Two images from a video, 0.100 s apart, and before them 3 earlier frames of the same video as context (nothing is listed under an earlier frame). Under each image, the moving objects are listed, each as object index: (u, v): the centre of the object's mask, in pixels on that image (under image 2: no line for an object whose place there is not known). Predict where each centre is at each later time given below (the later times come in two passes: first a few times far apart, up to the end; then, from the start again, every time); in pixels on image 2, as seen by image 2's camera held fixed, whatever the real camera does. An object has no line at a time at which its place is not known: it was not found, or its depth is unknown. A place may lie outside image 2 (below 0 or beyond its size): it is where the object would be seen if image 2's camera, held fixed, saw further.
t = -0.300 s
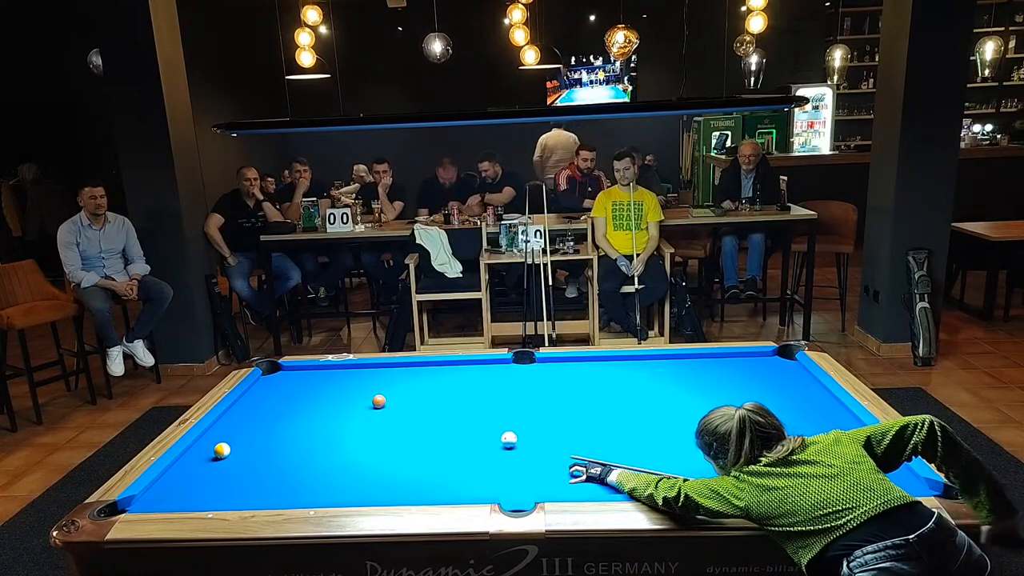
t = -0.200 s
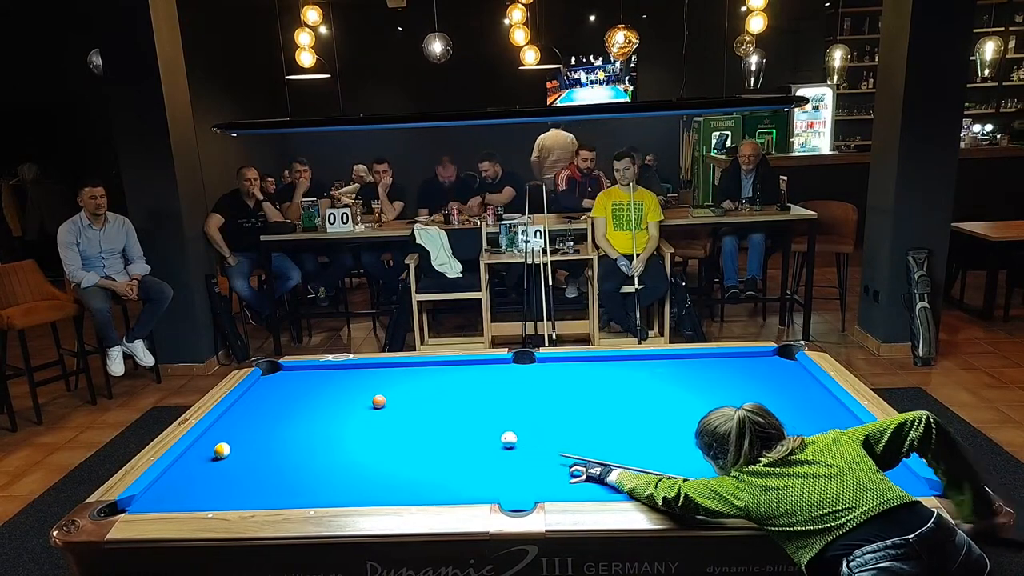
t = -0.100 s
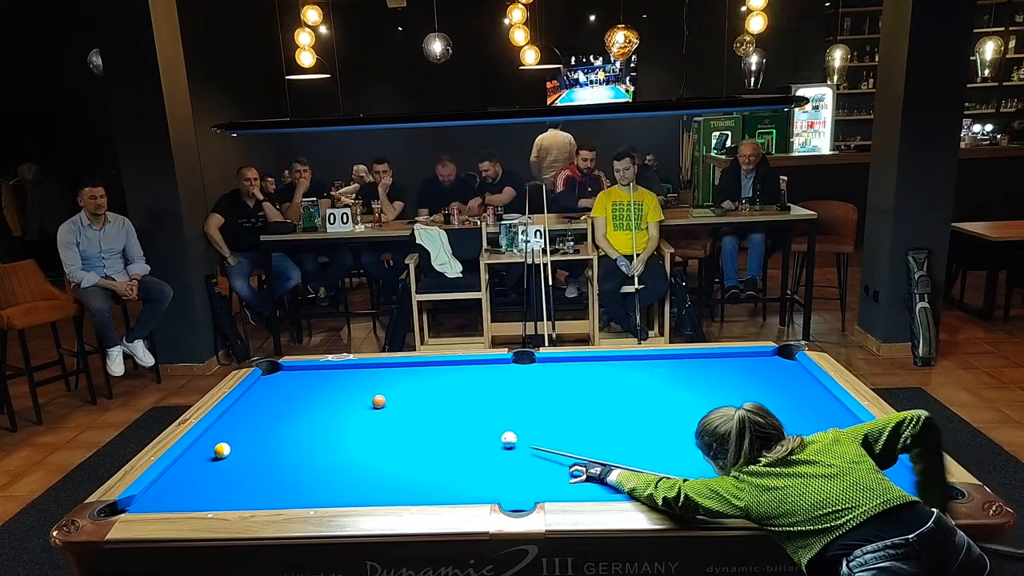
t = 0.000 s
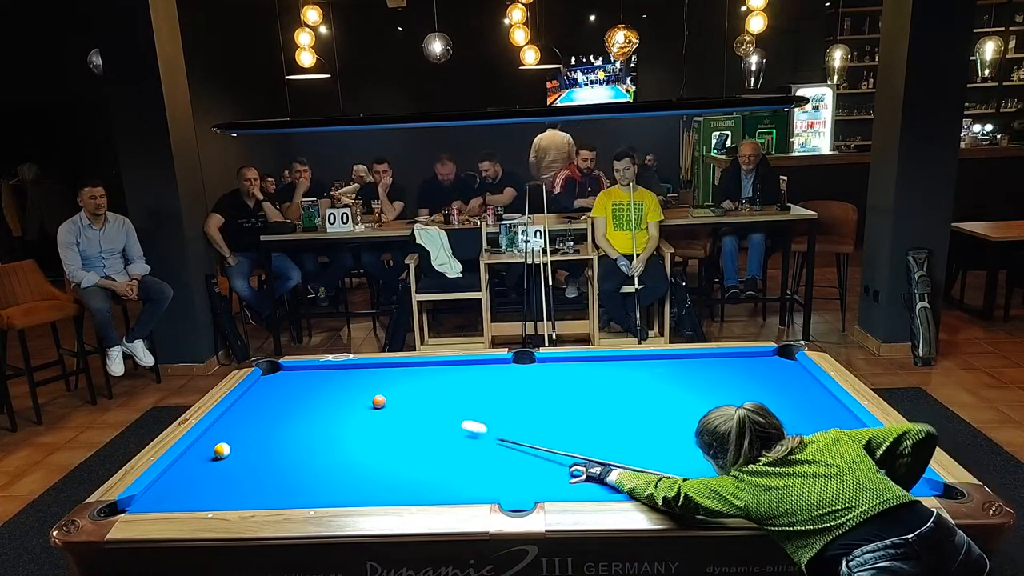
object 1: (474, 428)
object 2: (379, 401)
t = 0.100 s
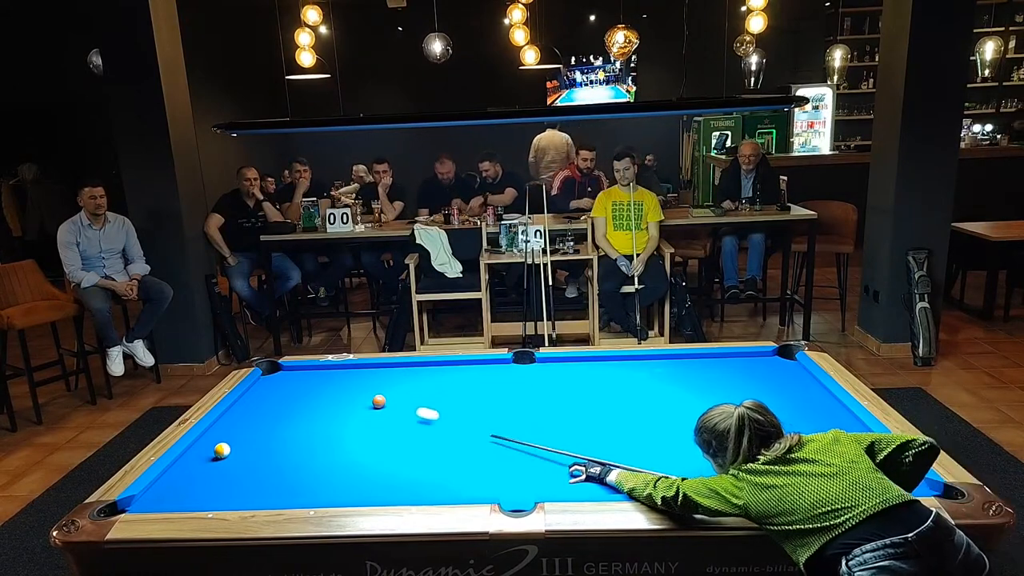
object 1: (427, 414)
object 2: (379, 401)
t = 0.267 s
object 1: (386, 404)
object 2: (359, 394)
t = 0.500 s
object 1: (381, 404)
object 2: (305, 377)
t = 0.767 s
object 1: (377, 404)
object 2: (265, 370)
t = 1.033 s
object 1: (373, 404)
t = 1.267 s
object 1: (372, 404)
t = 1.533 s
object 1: (371, 404)
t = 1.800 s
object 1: (370, 405)
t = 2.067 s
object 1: (370, 404)
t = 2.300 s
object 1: (370, 405)
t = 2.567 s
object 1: (370, 405)
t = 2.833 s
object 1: (370, 404)
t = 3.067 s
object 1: (370, 405)
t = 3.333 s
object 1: (370, 405)
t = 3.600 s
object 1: (370, 404)
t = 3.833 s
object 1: (370, 405)
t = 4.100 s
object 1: (370, 405)
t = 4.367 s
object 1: (370, 405)
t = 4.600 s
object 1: (370, 404)
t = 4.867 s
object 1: (370, 404)
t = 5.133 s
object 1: (370, 404)
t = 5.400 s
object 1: (370, 404)
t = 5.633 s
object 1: (370, 404)
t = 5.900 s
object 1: (370, 404)
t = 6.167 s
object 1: (370, 404)
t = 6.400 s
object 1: (370, 404)
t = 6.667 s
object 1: (370, 404)
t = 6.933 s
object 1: (370, 404)
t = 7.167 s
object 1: (370, 404)
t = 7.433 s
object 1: (370, 404)
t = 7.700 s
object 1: (370, 404)
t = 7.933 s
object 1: (370, 404)
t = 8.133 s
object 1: (370, 404)
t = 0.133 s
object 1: (413, 410)
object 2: (379, 401)
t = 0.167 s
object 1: (401, 406)
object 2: (378, 401)
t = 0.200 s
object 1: (390, 404)
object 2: (377, 401)
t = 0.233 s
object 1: (387, 404)
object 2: (369, 397)
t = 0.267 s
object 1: (386, 404)
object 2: (359, 394)
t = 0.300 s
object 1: (385, 404)
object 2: (350, 391)
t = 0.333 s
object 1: (385, 404)
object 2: (341, 388)
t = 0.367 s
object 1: (384, 404)
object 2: (333, 386)
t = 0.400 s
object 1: (383, 404)
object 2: (325, 383)
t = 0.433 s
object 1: (382, 404)
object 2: (318, 381)
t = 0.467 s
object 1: (382, 404)
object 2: (311, 379)
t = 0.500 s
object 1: (381, 404)
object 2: (305, 377)
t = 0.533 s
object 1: (381, 404)
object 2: (298, 375)
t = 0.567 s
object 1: (380, 404)
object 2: (293, 373)
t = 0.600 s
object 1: (380, 404)
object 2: (287, 371)
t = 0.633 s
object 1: (379, 404)
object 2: (281, 369)
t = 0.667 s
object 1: (378, 404)
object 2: (276, 368)
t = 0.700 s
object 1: (377, 404)
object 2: (271, 367)
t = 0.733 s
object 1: (377, 404)
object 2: (266, 367)
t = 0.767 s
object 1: (377, 404)
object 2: (265, 370)
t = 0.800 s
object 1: (376, 404)
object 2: (265, 374)
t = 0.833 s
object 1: (376, 404)
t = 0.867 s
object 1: (375, 404)
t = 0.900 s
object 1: (375, 404)
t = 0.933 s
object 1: (374, 404)
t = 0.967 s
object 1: (374, 404)
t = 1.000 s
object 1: (374, 404)
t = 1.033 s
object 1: (373, 404)
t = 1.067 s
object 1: (373, 404)
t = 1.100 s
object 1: (373, 404)
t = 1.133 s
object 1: (373, 404)
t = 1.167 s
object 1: (372, 404)
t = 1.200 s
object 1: (372, 404)
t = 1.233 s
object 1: (372, 404)
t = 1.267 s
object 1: (372, 404)
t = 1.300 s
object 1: (371, 404)
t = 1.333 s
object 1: (371, 404)
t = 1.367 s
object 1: (371, 404)
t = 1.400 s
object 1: (371, 404)
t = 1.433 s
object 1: (371, 404)
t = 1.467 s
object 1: (371, 404)
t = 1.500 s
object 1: (371, 405)
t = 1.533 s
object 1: (371, 404)
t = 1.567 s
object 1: (371, 404)
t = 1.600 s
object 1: (370, 405)
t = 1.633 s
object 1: (370, 405)
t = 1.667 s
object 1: (370, 404)
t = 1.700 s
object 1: (370, 404)
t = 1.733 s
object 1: (370, 404)
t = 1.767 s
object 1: (370, 404)
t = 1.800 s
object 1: (370, 405)
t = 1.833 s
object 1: (370, 404)
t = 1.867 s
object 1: (370, 404)
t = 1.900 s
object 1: (370, 404)
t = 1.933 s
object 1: (370, 404)
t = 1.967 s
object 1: (370, 404)
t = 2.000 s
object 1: (370, 404)
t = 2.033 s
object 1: (370, 405)
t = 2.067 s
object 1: (370, 404)
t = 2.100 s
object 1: (370, 404)
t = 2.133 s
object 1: (370, 404)
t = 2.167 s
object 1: (370, 404)
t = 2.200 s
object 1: (370, 404)
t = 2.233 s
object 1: (370, 404)
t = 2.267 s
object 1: (370, 404)
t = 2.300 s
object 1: (370, 405)
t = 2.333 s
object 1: (370, 404)
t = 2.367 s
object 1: (370, 405)
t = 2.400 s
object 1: (370, 404)
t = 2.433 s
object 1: (370, 404)
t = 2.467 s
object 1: (370, 404)
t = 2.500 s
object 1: (370, 404)
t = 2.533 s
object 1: (370, 404)
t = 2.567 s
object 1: (370, 405)
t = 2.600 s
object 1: (370, 405)
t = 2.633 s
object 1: (370, 404)
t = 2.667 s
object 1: (370, 404)
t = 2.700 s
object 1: (370, 404)
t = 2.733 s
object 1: (370, 404)
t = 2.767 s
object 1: (370, 404)
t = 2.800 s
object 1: (370, 404)
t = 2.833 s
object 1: (370, 404)
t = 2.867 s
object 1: (370, 405)
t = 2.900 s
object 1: (370, 405)
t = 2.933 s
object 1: (370, 405)
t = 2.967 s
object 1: (370, 405)
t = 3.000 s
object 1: (370, 405)
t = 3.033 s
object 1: (370, 405)
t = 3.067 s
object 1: (370, 405)
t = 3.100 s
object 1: (370, 405)
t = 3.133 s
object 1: (370, 405)
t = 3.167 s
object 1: (370, 405)
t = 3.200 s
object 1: (370, 405)
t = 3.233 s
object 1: (370, 405)
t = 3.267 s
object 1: (370, 405)
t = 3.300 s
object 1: (370, 405)
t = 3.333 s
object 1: (370, 405)
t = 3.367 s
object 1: (370, 404)
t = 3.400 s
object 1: (370, 405)
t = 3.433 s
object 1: (370, 405)
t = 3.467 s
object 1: (370, 405)
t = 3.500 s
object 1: (370, 404)
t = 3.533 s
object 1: (370, 405)
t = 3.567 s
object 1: (370, 405)
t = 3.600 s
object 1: (370, 404)
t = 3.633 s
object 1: (370, 405)
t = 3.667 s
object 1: (370, 405)
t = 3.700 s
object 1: (370, 405)
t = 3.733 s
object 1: (370, 405)
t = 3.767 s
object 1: (370, 405)
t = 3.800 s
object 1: (370, 405)
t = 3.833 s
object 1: (370, 405)
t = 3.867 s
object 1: (370, 405)
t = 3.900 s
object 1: (370, 405)
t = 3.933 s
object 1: (370, 405)
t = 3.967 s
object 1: (370, 404)
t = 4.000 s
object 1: (370, 405)
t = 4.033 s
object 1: (370, 405)
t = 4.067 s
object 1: (370, 405)
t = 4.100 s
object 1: (370, 405)
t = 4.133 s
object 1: (370, 405)
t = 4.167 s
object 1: (370, 405)
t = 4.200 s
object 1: (370, 405)
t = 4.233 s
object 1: (370, 405)
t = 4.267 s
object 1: (370, 404)
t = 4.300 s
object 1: (370, 405)
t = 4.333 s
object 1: (370, 405)
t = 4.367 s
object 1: (370, 405)
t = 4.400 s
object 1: (370, 405)
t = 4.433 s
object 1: (370, 405)
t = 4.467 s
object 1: (370, 405)
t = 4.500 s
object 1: (370, 405)
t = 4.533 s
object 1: (370, 405)
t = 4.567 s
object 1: (370, 404)
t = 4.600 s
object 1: (370, 404)
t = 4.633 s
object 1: (370, 405)
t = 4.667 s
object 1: (370, 404)
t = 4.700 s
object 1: (370, 404)
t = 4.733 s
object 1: (370, 404)
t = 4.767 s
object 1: (370, 404)
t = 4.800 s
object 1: (370, 404)
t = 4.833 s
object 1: (370, 404)
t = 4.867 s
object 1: (370, 404)
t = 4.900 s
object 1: (370, 404)
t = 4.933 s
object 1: (370, 404)
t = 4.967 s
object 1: (370, 404)
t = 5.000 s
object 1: (370, 404)
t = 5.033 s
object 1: (370, 404)
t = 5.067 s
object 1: (370, 404)
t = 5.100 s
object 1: (370, 404)
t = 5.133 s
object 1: (370, 404)
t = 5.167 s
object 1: (370, 404)
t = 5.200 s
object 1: (370, 404)
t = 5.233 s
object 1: (370, 404)
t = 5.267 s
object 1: (370, 404)
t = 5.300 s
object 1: (370, 404)
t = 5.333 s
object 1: (370, 404)
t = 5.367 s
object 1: (370, 404)
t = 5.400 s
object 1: (370, 404)
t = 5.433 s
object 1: (370, 404)
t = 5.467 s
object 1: (370, 404)
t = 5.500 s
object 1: (370, 404)
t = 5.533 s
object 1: (370, 404)
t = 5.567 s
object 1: (370, 404)
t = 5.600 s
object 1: (370, 404)
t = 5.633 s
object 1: (370, 404)
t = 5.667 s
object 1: (370, 404)
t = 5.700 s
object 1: (370, 404)
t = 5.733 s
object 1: (370, 404)
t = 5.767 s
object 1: (370, 404)
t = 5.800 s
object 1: (370, 404)
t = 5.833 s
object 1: (370, 404)
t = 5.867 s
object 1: (370, 404)
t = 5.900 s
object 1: (370, 404)
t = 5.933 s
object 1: (370, 404)
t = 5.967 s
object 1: (370, 404)
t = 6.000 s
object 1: (370, 404)
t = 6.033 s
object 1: (370, 404)
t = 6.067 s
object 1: (370, 404)
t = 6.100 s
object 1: (370, 404)
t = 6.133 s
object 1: (370, 404)
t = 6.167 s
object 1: (370, 404)
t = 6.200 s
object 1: (370, 404)
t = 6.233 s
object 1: (370, 404)
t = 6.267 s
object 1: (370, 404)
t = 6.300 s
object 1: (370, 404)
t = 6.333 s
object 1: (370, 404)
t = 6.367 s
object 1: (370, 404)
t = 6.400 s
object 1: (370, 404)
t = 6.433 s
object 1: (370, 404)
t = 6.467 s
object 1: (370, 404)
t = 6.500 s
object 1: (370, 404)
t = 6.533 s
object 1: (370, 405)
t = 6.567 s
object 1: (370, 404)
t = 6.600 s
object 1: (370, 404)
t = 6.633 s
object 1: (370, 404)
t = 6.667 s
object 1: (370, 404)
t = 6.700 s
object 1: (370, 404)
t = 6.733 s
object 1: (370, 404)
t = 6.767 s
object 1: (370, 404)
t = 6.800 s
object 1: (370, 404)
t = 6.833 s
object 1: (370, 404)
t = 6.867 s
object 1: (370, 404)
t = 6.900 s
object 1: (370, 404)
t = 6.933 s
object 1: (370, 404)
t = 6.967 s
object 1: (370, 404)
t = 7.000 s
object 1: (370, 404)
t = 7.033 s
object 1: (370, 404)
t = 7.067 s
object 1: (370, 404)
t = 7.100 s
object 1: (370, 404)
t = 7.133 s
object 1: (370, 404)
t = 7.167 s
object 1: (370, 404)
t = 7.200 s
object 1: (370, 404)
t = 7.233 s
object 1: (370, 404)
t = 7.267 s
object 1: (370, 404)
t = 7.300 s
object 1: (370, 404)
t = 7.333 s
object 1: (370, 404)
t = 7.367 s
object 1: (370, 404)
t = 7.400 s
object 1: (370, 404)
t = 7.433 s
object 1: (370, 404)
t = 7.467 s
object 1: (370, 404)
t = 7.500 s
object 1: (370, 404)
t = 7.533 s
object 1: (370, 404)
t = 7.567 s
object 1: (370, 404)
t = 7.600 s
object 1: (370, 404)
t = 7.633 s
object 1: (370, 404)
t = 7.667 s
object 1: (370, 404)
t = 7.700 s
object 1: (370, 404)
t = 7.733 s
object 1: (370, 404)
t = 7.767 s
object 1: (370, 404)
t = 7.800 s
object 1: (370, 404)
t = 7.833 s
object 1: (370, 404)
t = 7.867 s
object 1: (370, 404)
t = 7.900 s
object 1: (370, 404)
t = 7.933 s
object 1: (370, 404)
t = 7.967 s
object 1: (370, 404)
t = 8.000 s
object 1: (370, 404)
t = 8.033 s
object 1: (370, 404)
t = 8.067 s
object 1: (370, 404)
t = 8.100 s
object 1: (370, 404)
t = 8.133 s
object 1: (370, 404)
